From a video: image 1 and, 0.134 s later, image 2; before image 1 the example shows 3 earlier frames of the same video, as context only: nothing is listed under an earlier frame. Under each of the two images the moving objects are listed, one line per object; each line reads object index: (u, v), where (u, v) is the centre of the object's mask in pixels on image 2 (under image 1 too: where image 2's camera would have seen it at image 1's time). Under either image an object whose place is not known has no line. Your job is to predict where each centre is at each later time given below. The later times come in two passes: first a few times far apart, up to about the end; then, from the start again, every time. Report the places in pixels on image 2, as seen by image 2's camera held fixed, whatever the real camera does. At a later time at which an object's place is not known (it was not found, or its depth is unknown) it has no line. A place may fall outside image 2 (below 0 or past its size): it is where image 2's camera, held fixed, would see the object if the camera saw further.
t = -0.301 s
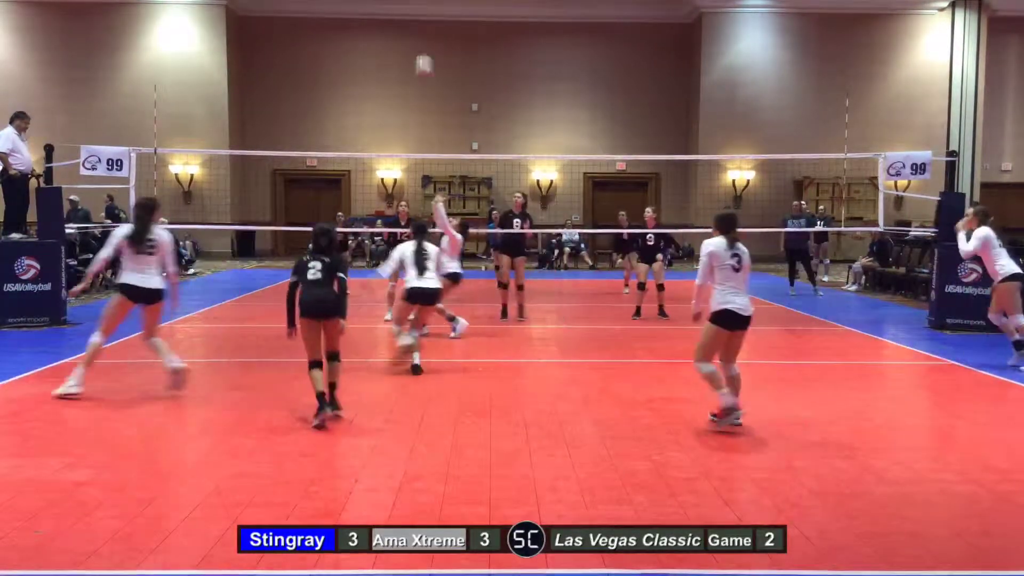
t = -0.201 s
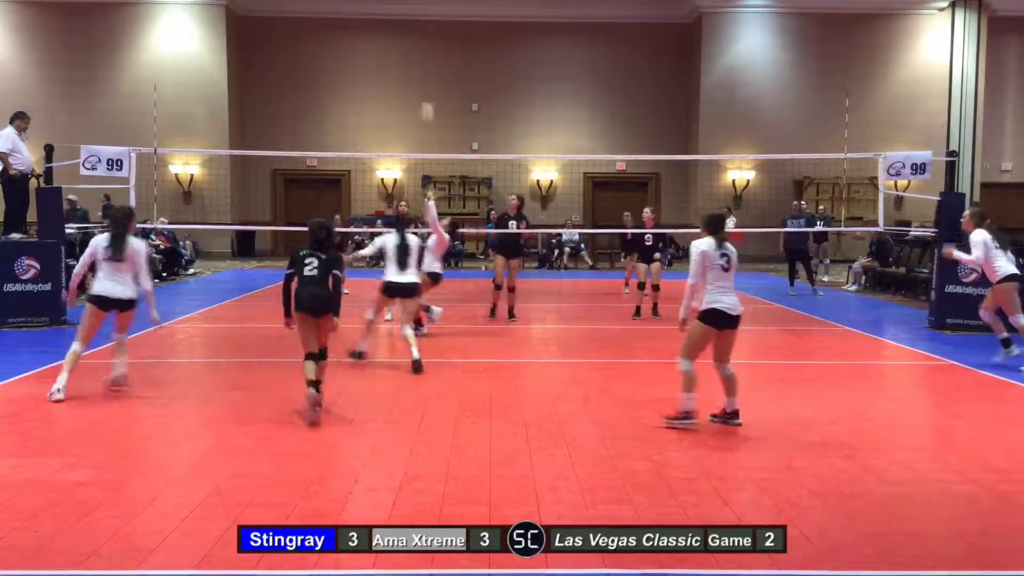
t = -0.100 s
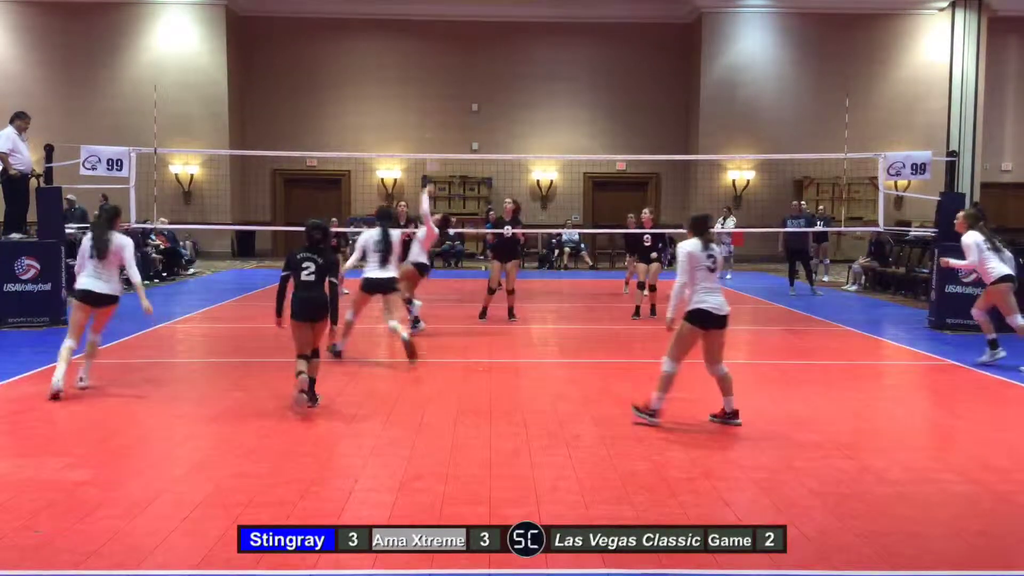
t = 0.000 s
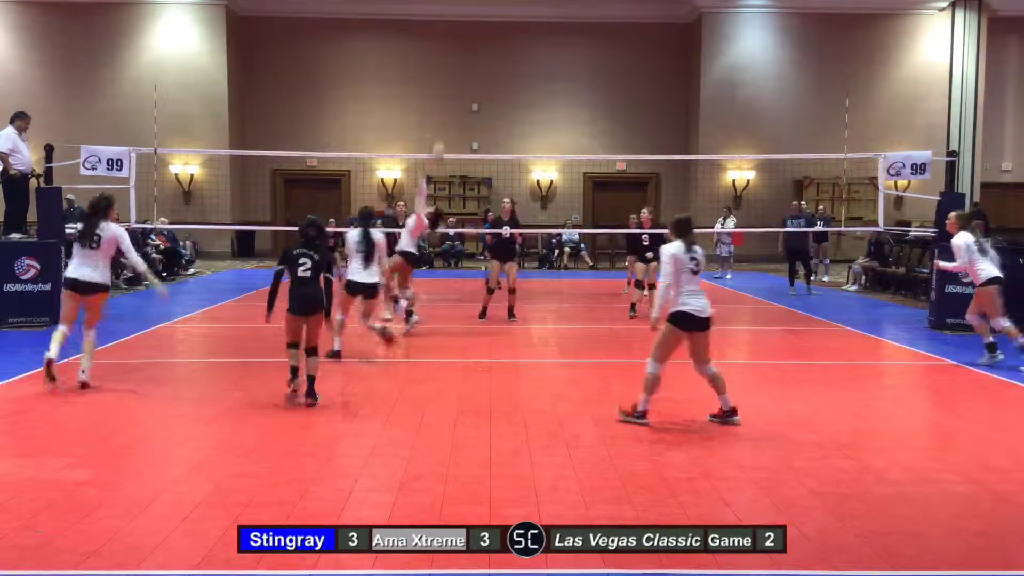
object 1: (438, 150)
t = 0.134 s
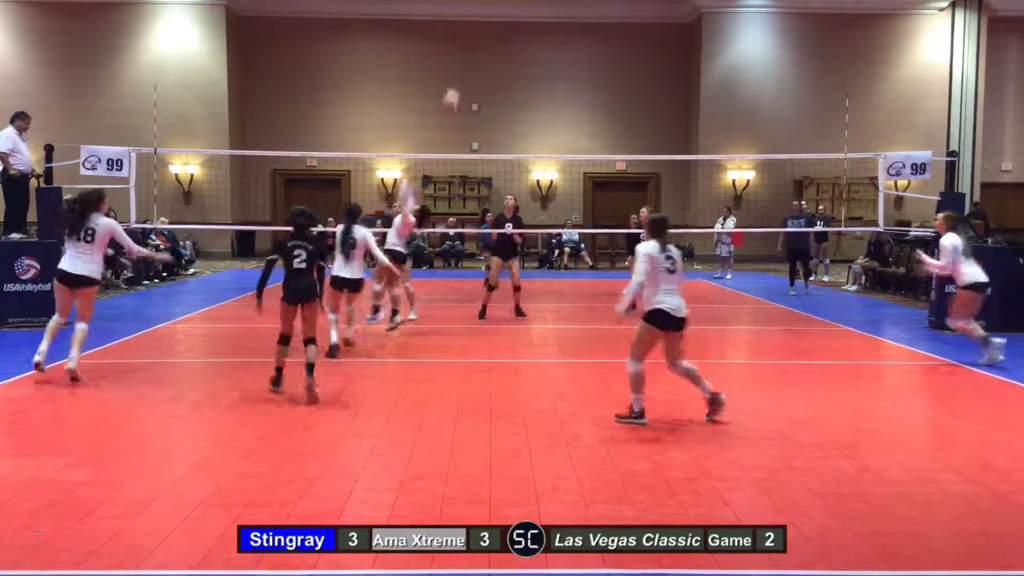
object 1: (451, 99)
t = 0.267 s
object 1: (463, 60)
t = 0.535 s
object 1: (485, 28)
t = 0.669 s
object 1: (497, 32)
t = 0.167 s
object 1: (453, 88)
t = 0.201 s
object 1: (457, 79)
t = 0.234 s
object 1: (460, 70)
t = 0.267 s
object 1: (463, 60)
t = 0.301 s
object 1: (466, 53)
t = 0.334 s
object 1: (468, 47)
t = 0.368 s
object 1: (472, 42)
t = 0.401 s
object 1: (474, 37)
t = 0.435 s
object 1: (477, 33)
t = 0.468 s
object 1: (480, 31)
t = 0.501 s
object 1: (483, 29)
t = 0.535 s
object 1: (485, 28)
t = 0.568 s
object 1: (488, 28)
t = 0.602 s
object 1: (490, 28)
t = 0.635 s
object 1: (493, 30)
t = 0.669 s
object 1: (497, 32)
